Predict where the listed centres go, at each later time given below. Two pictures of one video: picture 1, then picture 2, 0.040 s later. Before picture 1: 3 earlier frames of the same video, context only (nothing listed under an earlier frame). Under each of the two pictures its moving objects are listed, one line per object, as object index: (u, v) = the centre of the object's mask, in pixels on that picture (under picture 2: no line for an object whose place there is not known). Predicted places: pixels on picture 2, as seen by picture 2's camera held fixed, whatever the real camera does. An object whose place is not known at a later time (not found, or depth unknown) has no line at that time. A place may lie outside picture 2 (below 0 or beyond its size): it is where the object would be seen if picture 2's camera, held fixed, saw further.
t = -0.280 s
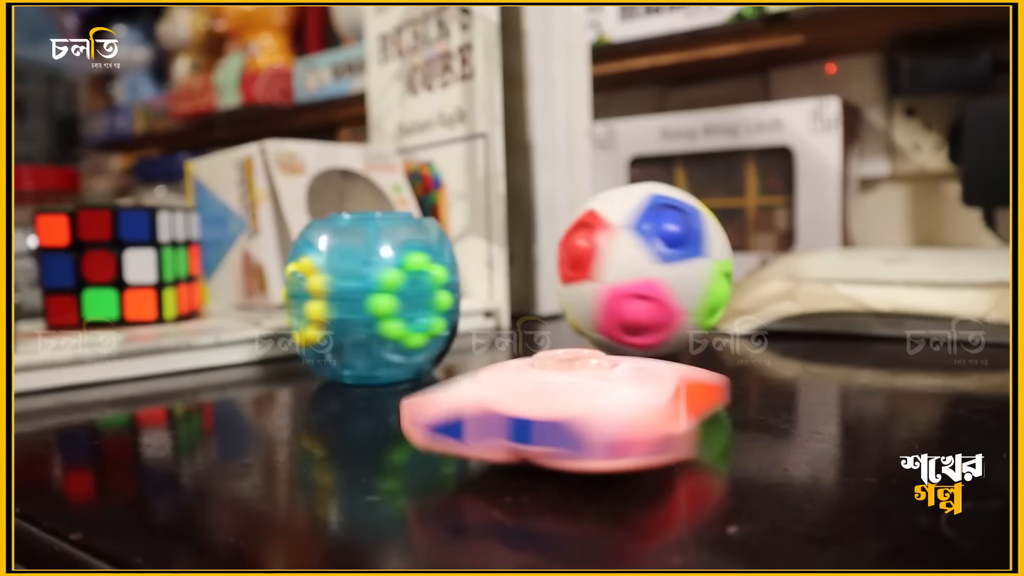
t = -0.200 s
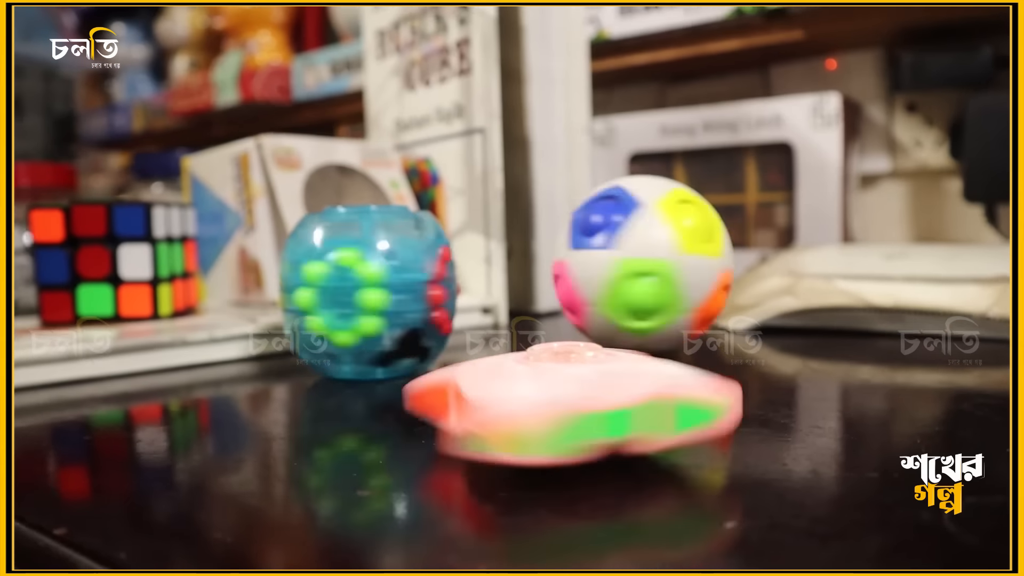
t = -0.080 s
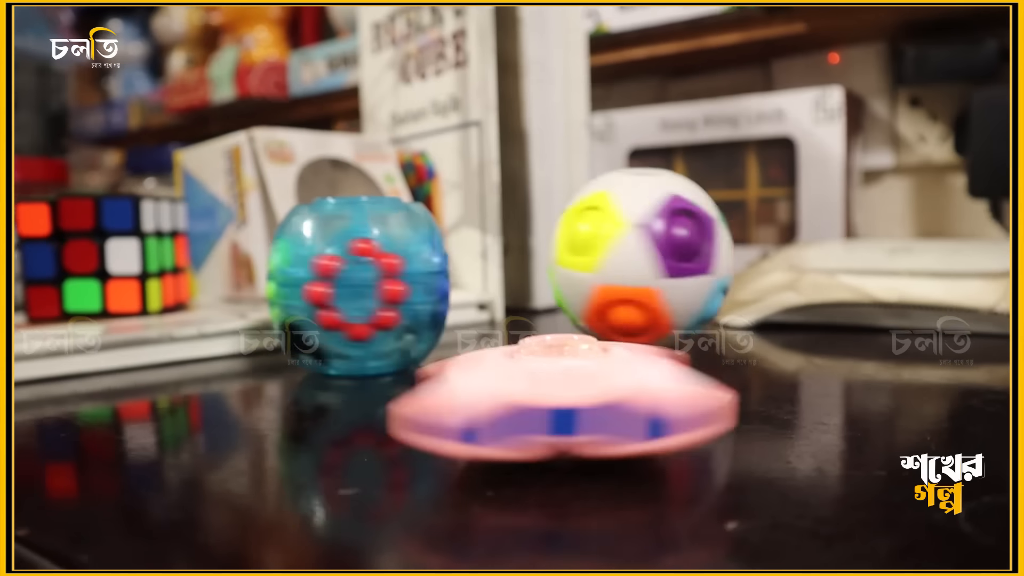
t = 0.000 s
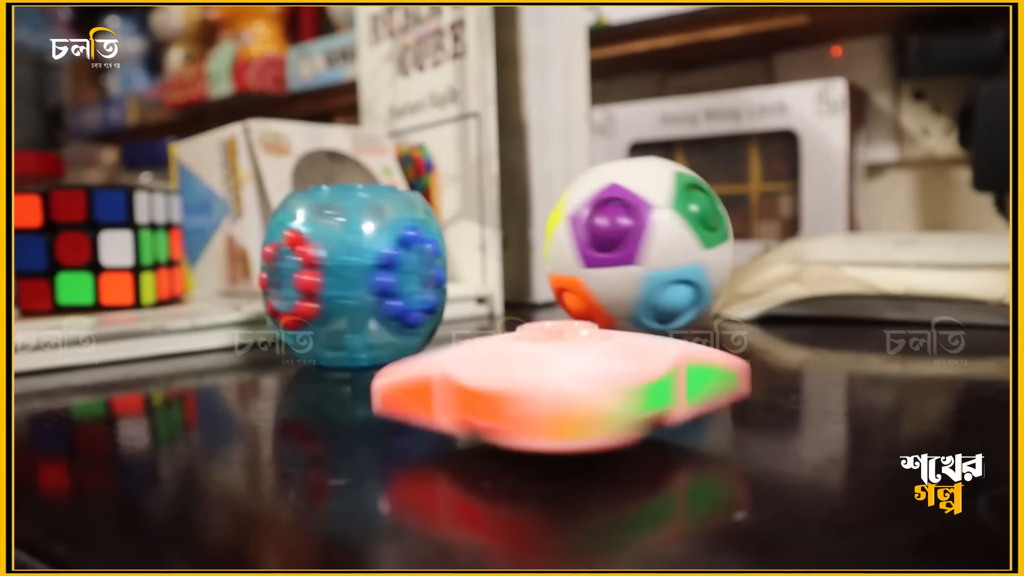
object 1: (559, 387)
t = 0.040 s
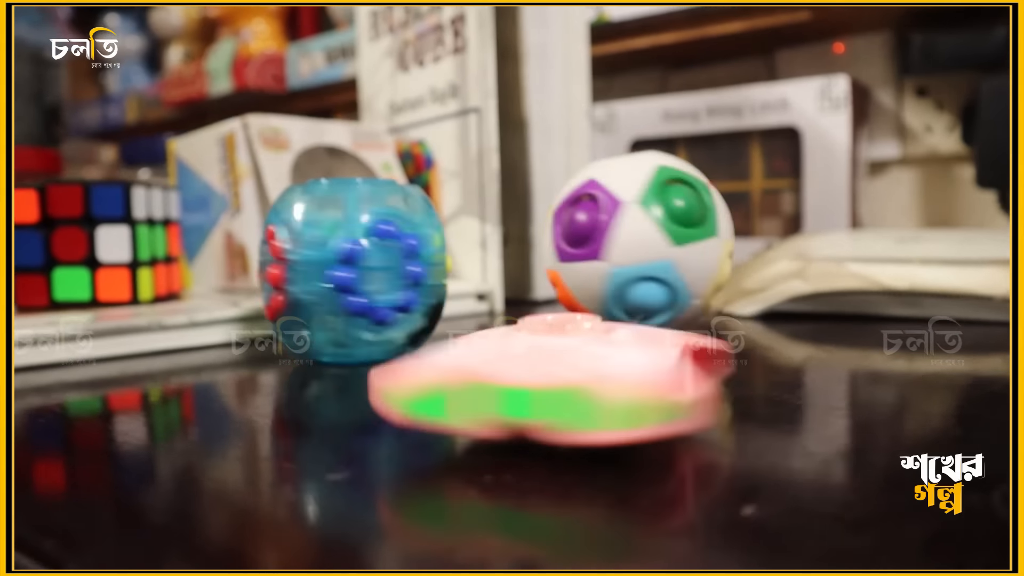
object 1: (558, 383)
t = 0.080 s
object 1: (565, 382)
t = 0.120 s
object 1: (570, 380)
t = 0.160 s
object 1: (562, 379)
